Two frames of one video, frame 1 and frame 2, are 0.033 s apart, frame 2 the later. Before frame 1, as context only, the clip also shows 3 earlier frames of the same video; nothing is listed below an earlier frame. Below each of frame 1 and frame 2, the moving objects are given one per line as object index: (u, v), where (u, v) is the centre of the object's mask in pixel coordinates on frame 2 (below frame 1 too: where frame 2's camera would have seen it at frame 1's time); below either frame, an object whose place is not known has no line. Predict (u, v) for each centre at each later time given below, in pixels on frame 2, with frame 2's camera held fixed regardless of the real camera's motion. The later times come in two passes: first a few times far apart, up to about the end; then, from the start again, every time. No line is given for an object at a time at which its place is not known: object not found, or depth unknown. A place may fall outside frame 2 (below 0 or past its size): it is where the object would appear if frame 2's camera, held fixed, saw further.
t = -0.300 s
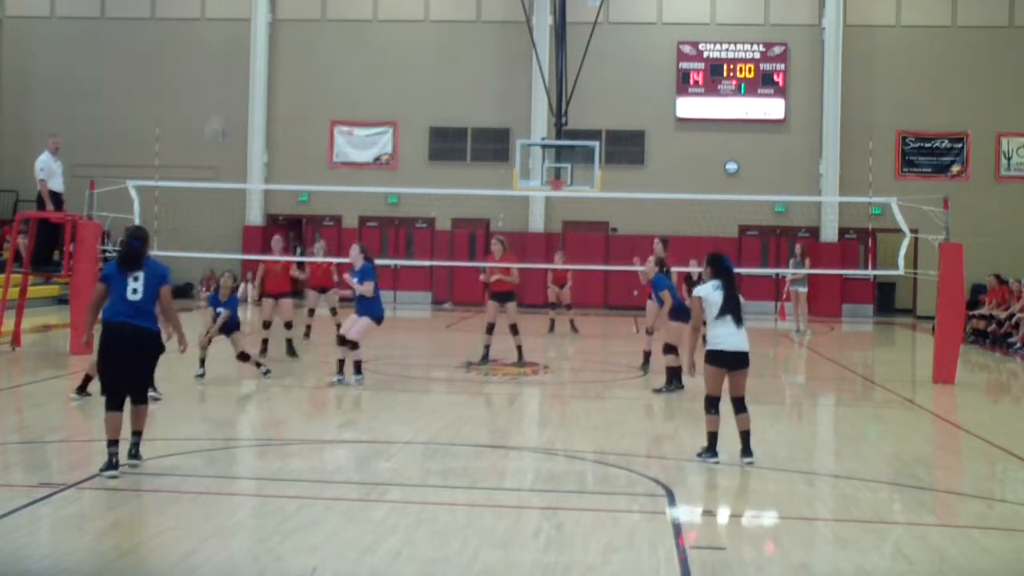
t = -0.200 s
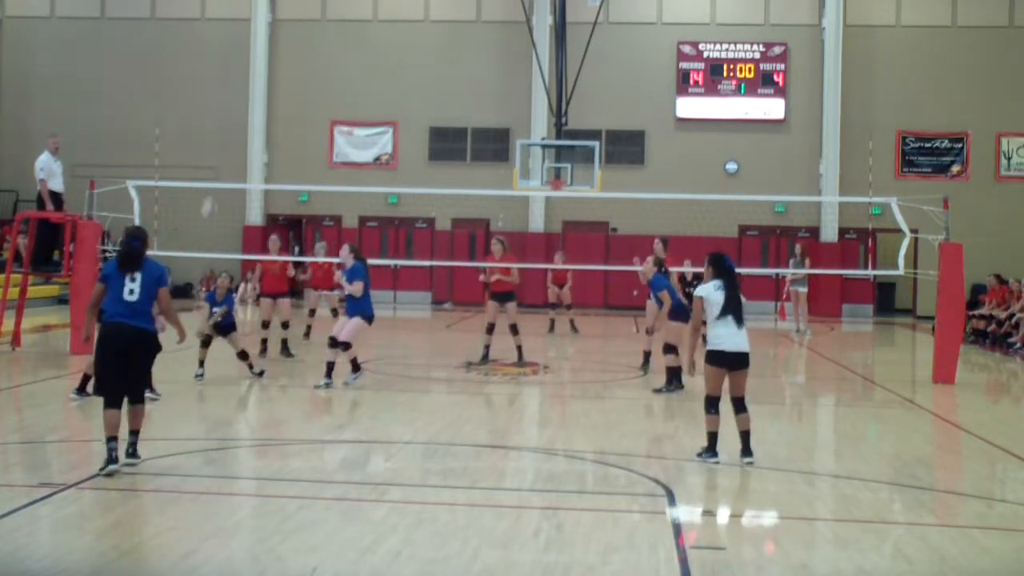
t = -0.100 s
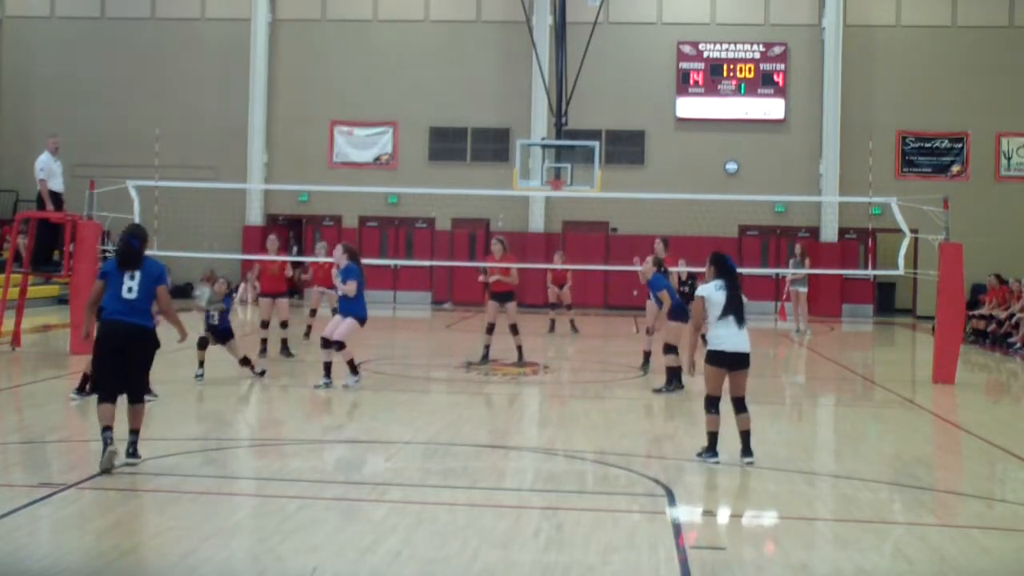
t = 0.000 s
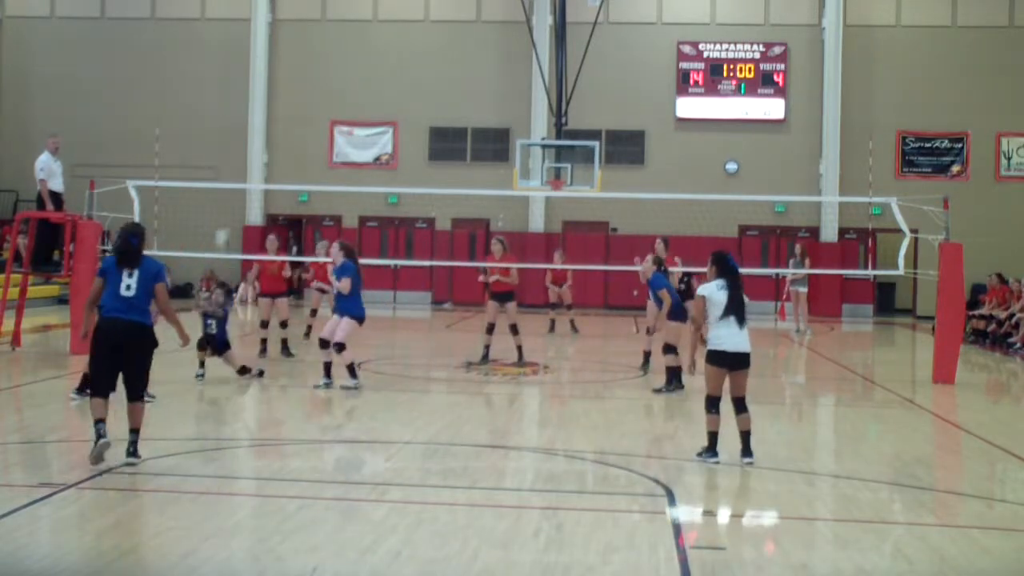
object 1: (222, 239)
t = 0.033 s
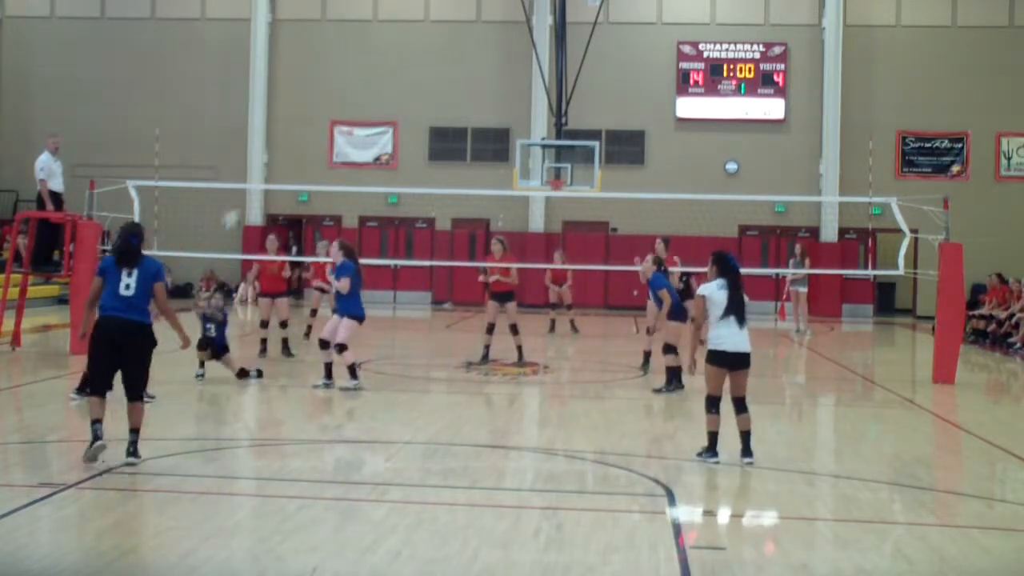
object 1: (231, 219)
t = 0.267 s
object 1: (282, 116)
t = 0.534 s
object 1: (344, 57)
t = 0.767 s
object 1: (405, 63)
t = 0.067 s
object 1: (238, 202)
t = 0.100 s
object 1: (247, 187)
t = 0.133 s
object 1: (253, 171)
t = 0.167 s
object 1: (258, 158)
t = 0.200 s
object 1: (268, 142)
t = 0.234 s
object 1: (274, 128)
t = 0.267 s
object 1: (282, 116)
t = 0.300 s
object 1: (291, 104)
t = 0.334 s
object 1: (298, 94)
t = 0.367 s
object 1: (307, 86)
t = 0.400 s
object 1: (314, 77)
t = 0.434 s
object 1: (321, 68)
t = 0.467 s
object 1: (331, 64)
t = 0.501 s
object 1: (340, 62)
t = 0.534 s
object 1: (344, 57)
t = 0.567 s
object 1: (354, 53)
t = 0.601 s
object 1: (363, 52)
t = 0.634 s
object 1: (369, 53)
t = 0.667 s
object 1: (378, 52)
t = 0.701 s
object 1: (387, 54)
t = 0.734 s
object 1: (396, 58)
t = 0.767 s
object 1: (405, 63)
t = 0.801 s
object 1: (413, 69)
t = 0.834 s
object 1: (420, 76)
